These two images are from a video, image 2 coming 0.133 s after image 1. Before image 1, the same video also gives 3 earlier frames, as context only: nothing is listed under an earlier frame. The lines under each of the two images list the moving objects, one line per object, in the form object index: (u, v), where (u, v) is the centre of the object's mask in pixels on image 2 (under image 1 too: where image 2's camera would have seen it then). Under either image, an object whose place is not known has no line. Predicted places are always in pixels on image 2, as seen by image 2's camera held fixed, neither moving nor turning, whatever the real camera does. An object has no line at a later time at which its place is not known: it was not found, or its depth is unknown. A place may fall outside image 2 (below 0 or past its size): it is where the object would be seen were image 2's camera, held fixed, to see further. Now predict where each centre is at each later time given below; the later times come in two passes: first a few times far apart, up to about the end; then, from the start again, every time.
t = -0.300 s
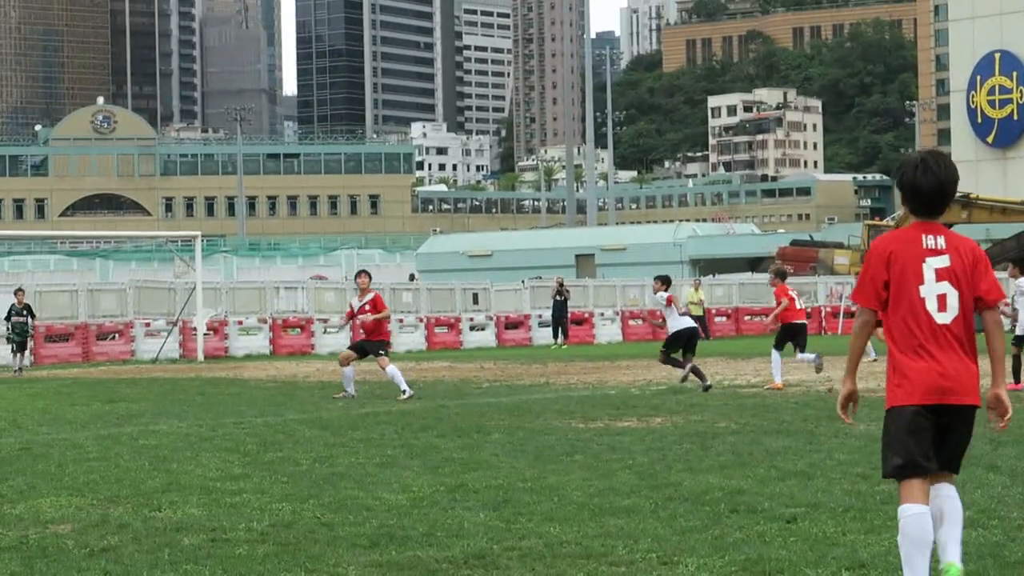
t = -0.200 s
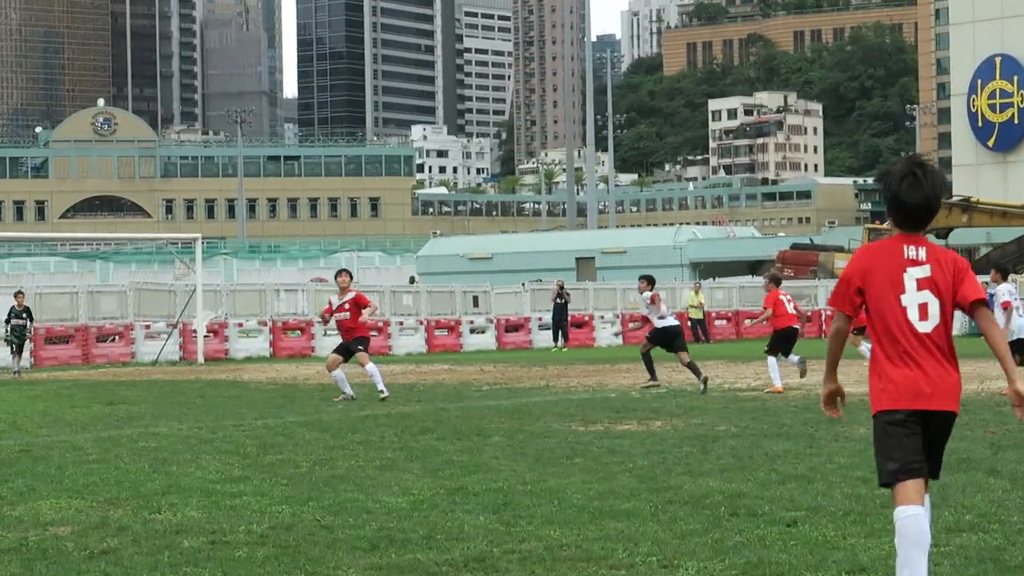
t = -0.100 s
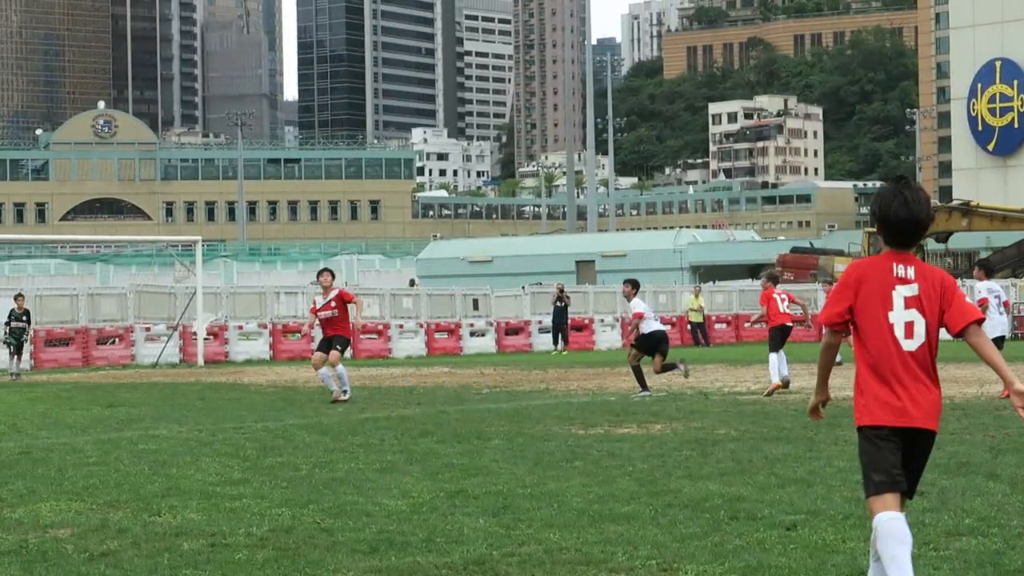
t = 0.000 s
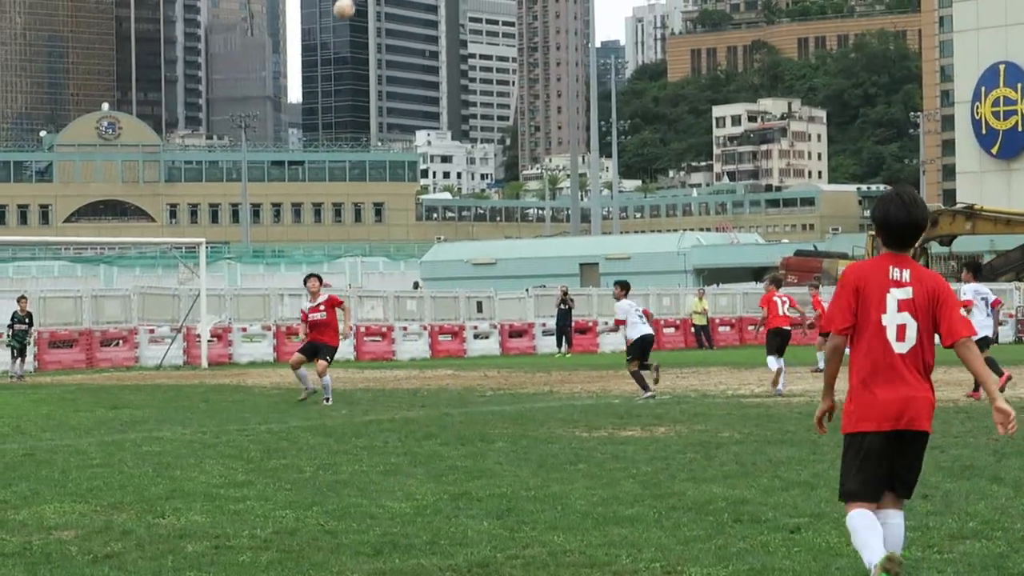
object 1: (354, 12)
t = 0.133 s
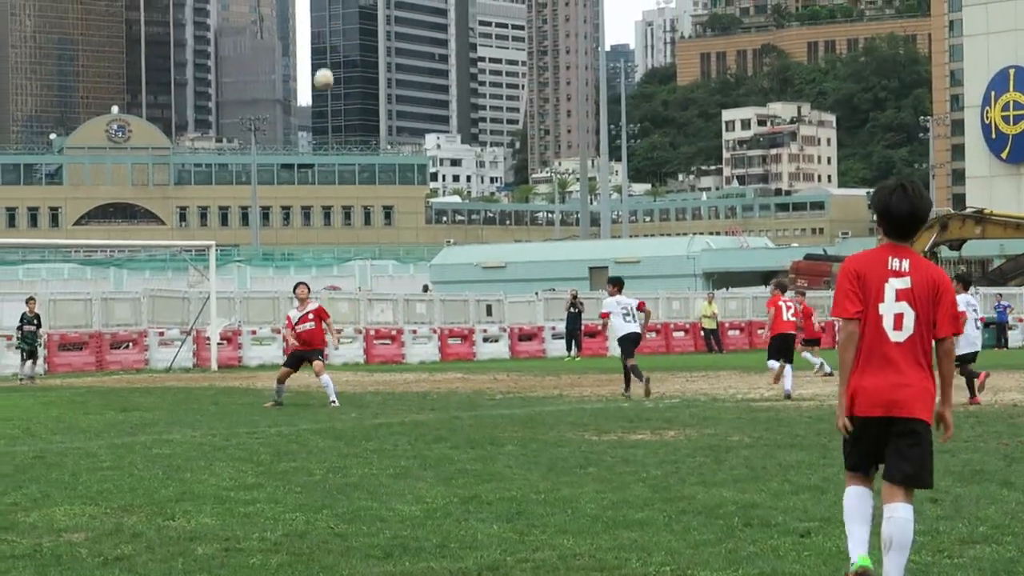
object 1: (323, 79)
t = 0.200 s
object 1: (311, 114)
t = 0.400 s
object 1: (277, 220)
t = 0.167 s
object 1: (318, 96)
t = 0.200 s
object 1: (311, 114)
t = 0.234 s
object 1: (304, 130)
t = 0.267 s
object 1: (299, 147)
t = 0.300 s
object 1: (293, 165)
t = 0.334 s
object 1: (288, 184)
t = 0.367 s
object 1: (283, 202)
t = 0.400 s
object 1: (277, 220)
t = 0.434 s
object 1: (272, 240)
